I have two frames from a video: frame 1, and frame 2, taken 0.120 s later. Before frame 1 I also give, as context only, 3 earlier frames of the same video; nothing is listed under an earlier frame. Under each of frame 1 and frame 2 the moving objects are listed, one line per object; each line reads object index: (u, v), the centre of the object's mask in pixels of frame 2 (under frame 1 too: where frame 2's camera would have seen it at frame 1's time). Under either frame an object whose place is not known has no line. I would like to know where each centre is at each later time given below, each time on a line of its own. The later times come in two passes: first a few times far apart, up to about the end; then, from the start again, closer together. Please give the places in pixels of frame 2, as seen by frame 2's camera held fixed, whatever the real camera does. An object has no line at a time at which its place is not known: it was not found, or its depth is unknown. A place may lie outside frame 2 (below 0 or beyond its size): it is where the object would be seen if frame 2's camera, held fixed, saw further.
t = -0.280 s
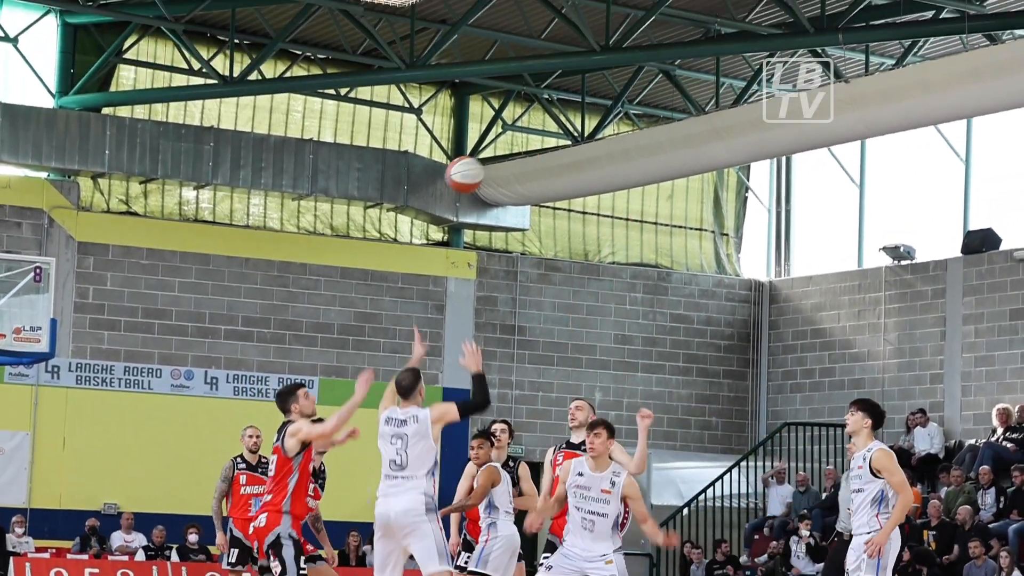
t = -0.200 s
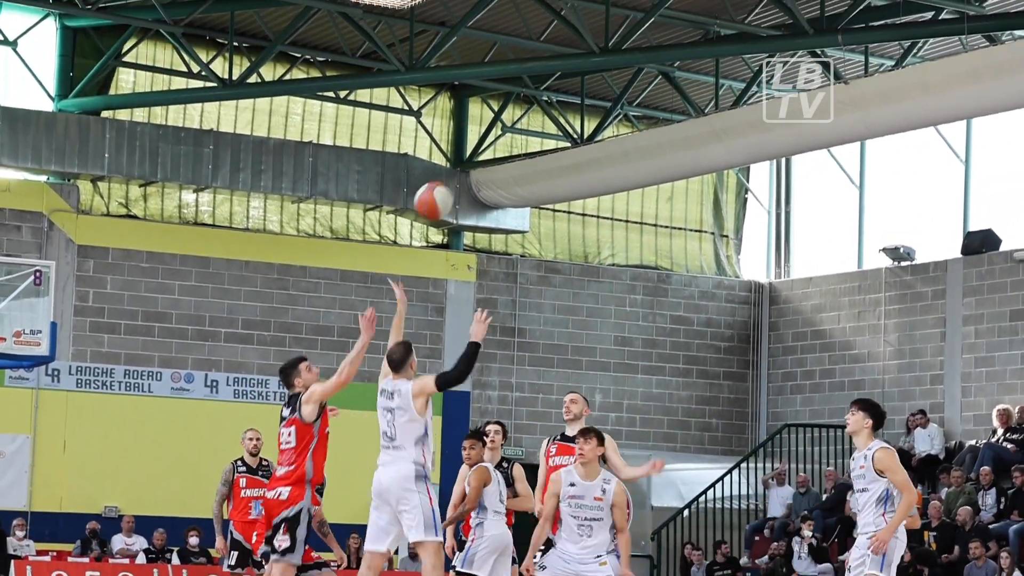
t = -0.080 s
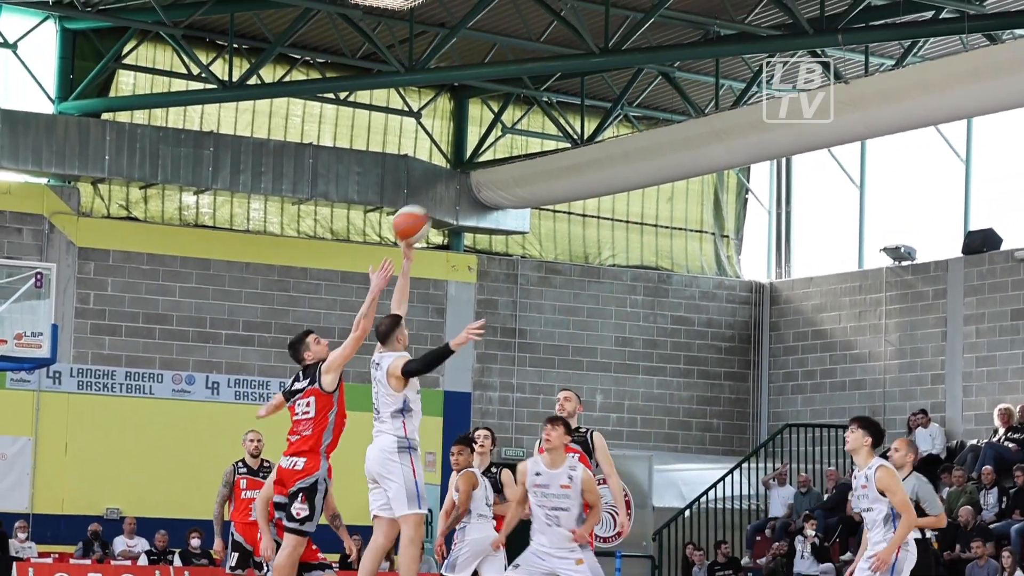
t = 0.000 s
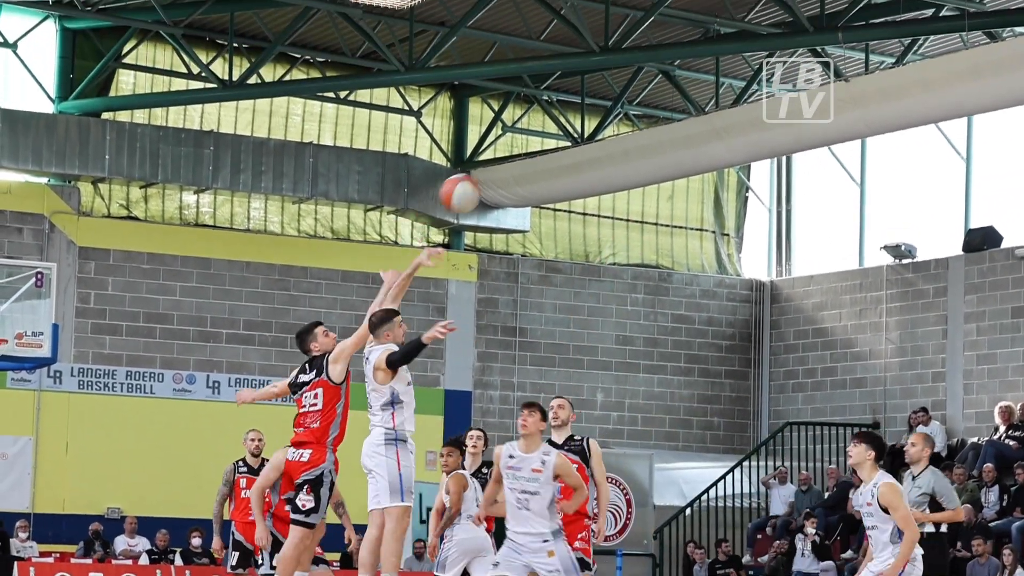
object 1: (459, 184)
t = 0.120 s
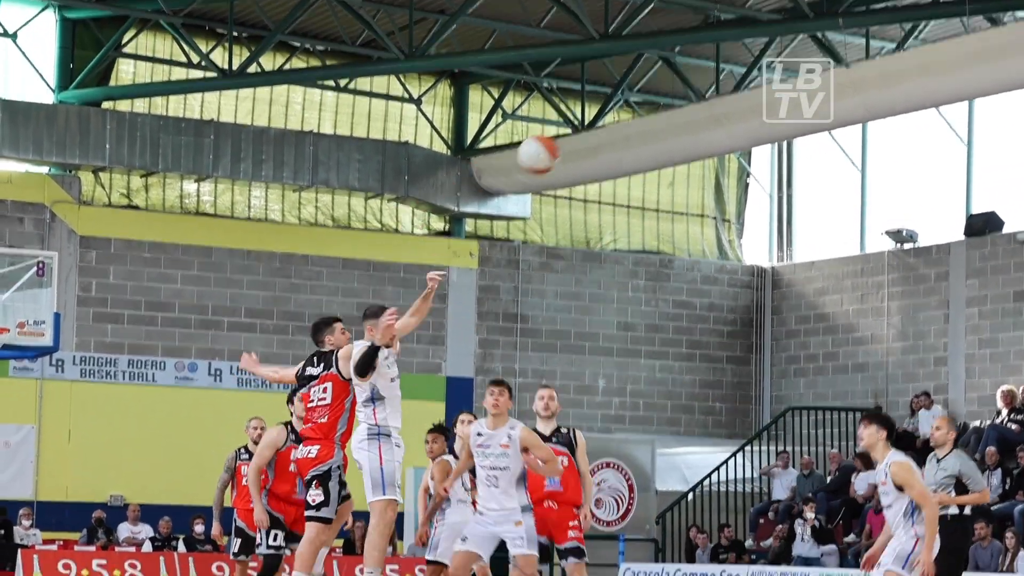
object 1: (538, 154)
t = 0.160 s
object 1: (565, 152)
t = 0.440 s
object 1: (767, 195)
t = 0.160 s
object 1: (565, 152)
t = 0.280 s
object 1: (649, 154)
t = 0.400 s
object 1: (734, 179)
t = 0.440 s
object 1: (767, 195)
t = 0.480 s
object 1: (796, 212)
